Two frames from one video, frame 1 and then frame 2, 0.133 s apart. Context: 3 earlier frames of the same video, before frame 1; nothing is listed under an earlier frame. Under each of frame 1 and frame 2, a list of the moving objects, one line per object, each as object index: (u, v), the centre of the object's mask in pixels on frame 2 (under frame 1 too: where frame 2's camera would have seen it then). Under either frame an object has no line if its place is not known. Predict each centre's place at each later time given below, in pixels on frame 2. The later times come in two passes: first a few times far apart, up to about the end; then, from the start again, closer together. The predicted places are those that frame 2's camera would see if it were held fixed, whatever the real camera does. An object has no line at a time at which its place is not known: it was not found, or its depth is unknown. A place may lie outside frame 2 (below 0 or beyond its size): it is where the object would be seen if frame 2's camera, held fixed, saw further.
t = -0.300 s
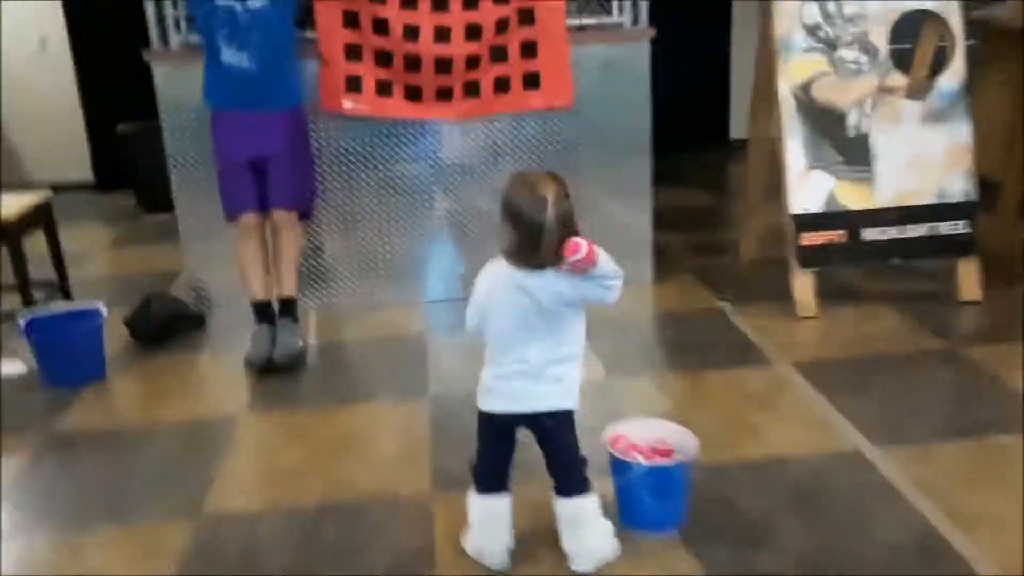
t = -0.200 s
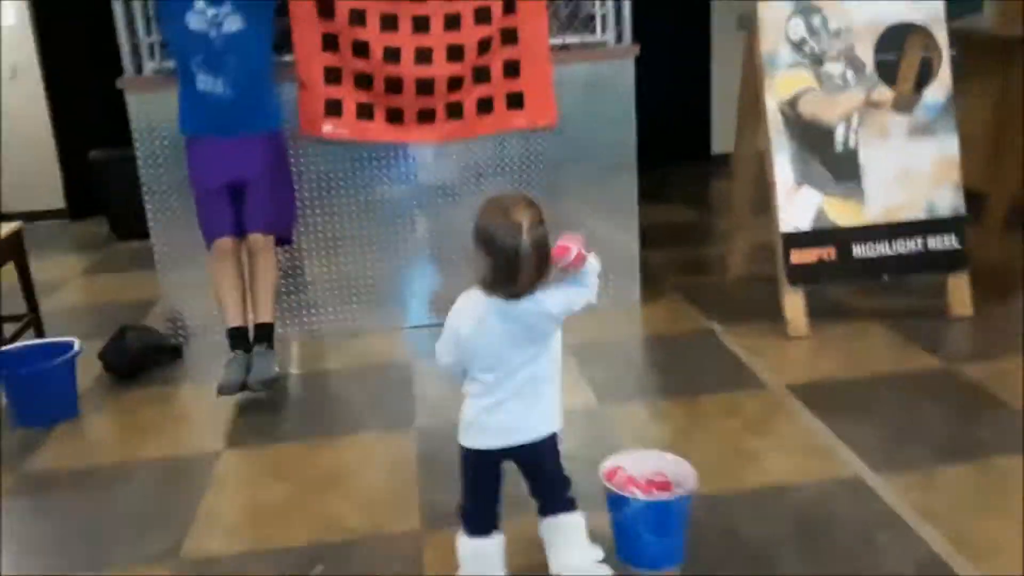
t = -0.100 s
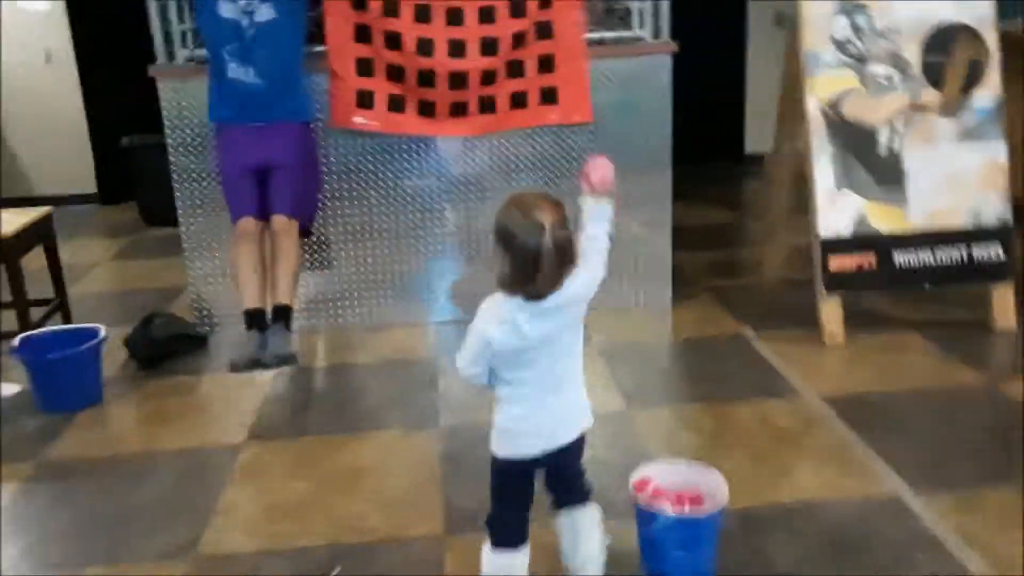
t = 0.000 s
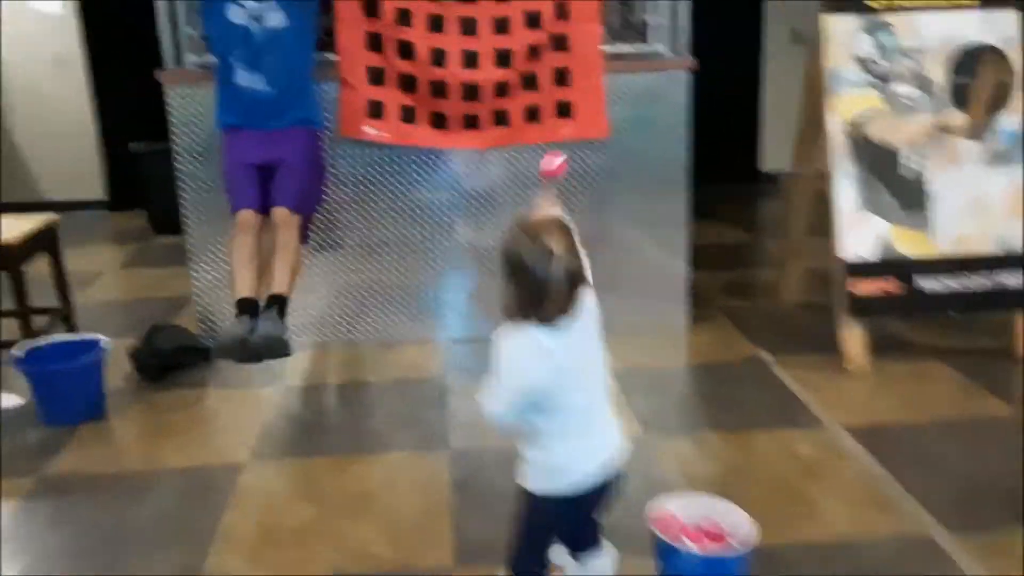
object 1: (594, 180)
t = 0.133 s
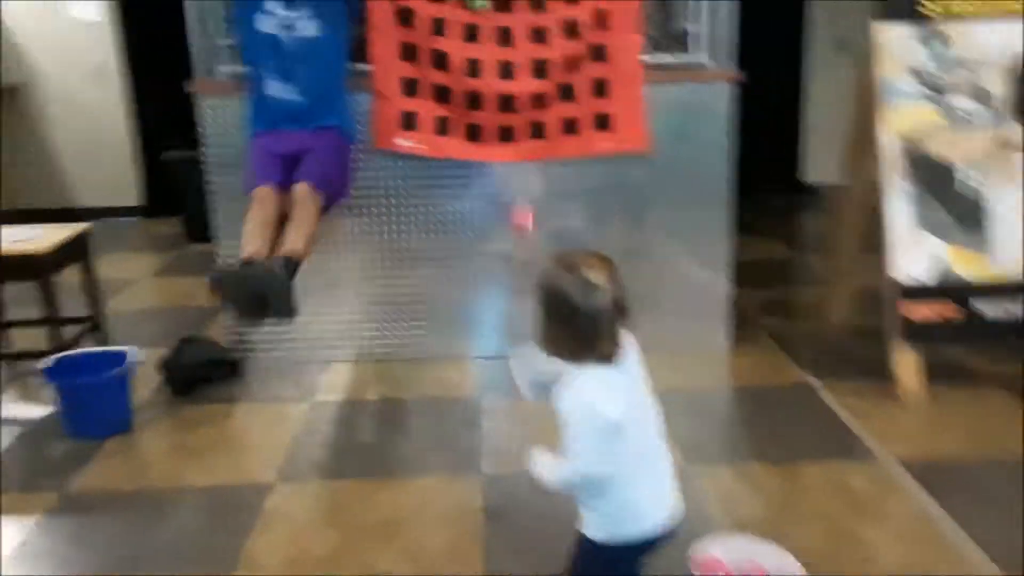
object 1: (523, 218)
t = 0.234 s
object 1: (492, 273)
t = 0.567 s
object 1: (430, 281)
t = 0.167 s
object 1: (508, 236)
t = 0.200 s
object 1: (500, 251)
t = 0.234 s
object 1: (492, 273)
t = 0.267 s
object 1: (479, 296)
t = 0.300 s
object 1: (468, 319)
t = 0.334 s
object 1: (461, 341)
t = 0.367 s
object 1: (455, 361)
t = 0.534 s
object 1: (433, 287)
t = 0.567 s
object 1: (430, 281)
